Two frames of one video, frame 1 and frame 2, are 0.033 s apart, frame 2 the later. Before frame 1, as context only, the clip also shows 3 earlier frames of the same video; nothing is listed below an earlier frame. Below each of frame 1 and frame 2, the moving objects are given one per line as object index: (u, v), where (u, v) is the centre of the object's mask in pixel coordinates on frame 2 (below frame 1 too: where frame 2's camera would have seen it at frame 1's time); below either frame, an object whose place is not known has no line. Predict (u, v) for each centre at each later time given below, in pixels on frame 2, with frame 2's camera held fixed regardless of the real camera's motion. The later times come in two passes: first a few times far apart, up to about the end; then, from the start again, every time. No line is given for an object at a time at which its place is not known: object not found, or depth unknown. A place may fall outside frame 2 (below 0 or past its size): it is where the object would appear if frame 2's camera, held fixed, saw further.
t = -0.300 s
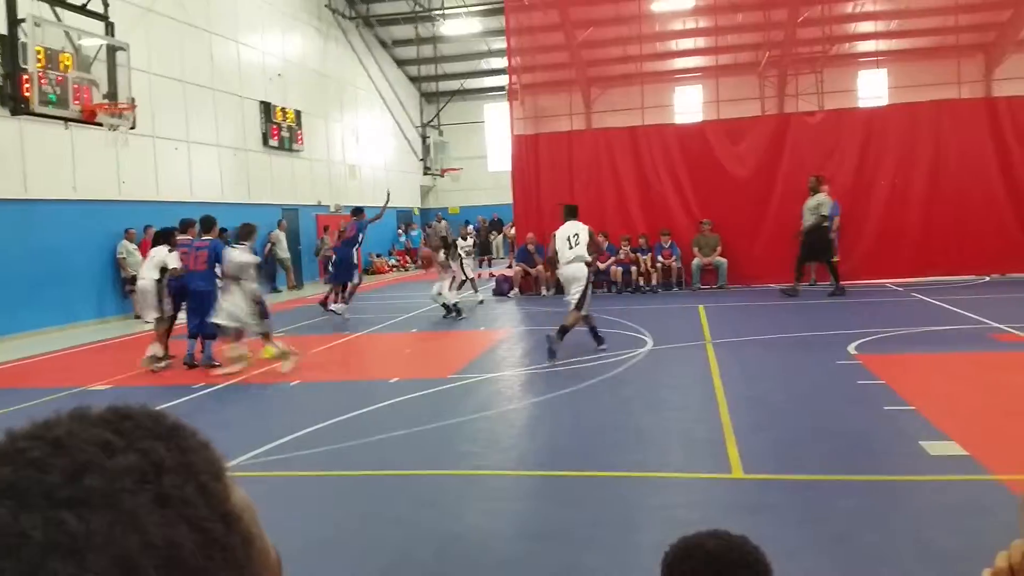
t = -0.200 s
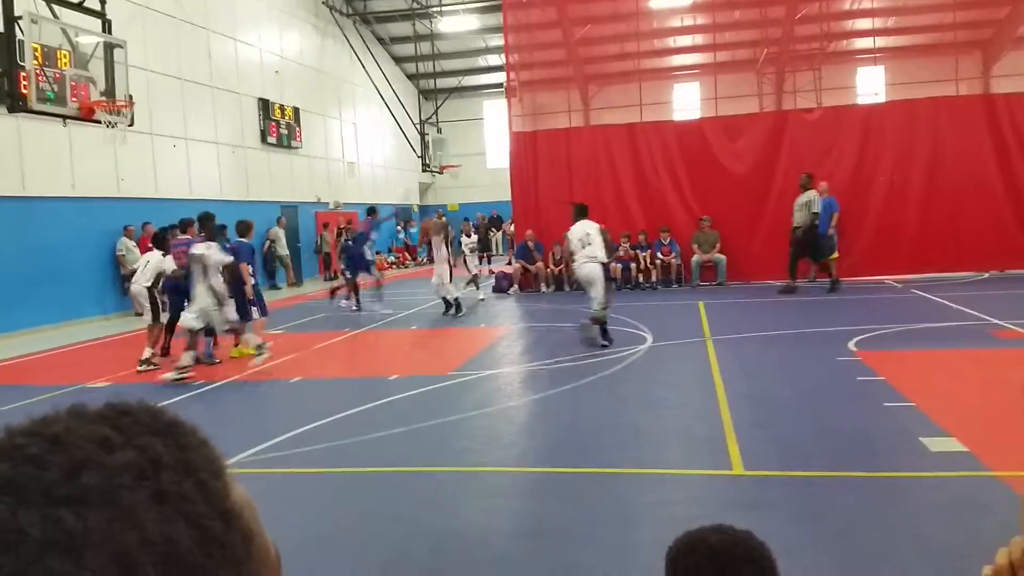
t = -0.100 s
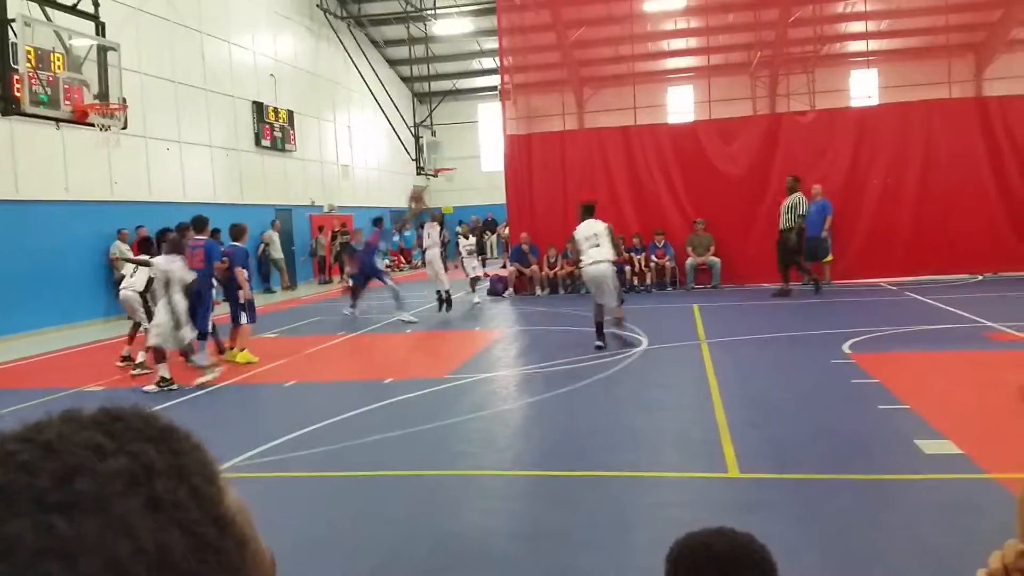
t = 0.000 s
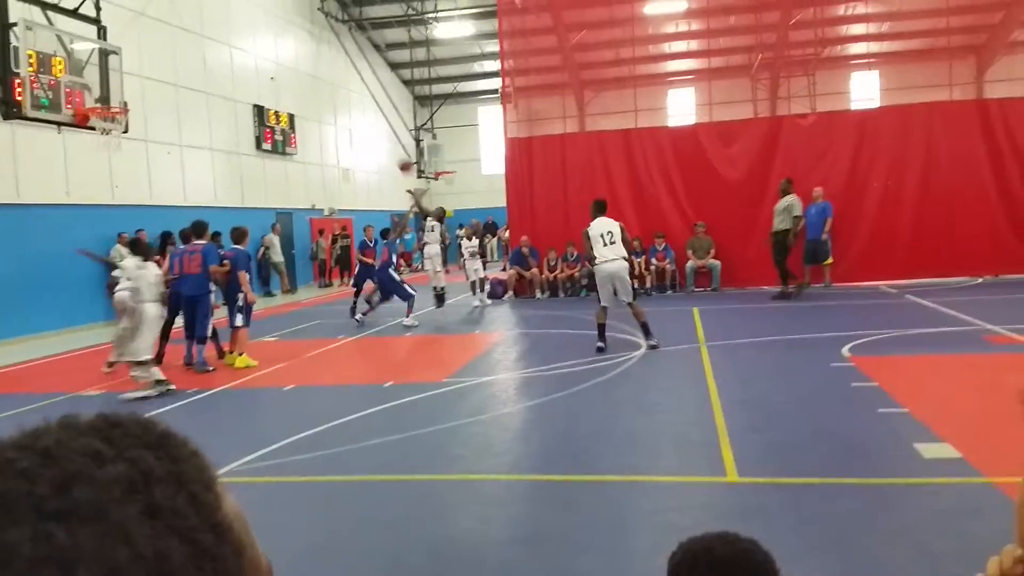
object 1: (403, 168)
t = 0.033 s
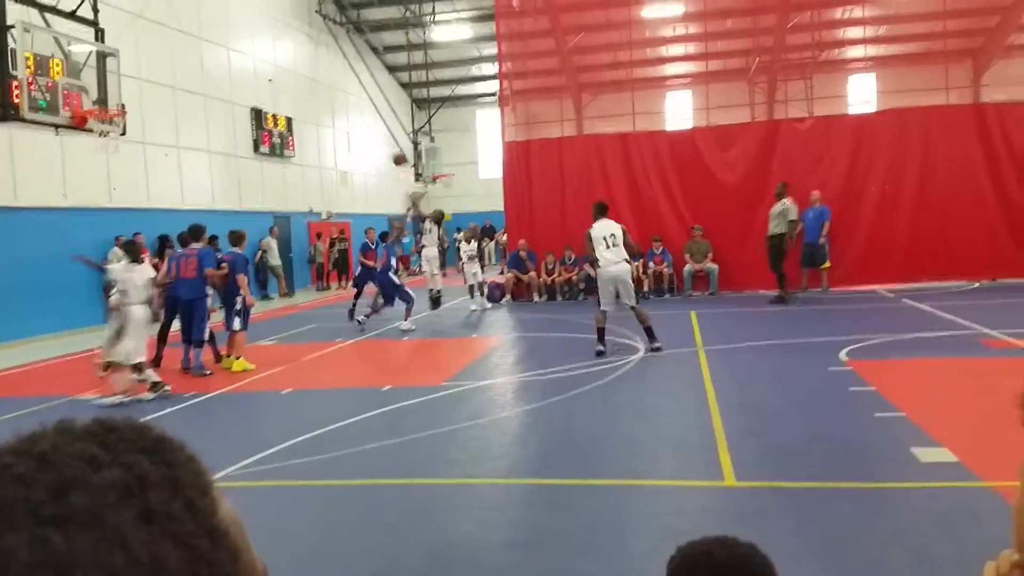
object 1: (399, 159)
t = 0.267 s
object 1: (373, 107)
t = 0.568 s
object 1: (342, 93)
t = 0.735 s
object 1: (326, 112)
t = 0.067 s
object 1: (396, 149)
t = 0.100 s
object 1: (392, 139)
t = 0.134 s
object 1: (388, 132)
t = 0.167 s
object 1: (384, 125)
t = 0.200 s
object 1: (381, 118)
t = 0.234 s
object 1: (377, 112)
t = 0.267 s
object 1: (373, 107)
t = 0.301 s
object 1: (370, 103)
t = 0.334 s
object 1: (366, 98)
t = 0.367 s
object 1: (363, 95)
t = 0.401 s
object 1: (359, 93)
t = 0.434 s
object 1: (356, 91)
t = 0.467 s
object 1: (352, 90)
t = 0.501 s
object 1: (349, 91)
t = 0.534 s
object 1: (345, 91)
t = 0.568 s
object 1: (342, 93)
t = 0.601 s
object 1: (339, 95)
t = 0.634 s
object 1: (335, 98)
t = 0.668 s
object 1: (332, 102)
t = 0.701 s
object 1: (329, 106)
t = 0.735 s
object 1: (326, 112)
